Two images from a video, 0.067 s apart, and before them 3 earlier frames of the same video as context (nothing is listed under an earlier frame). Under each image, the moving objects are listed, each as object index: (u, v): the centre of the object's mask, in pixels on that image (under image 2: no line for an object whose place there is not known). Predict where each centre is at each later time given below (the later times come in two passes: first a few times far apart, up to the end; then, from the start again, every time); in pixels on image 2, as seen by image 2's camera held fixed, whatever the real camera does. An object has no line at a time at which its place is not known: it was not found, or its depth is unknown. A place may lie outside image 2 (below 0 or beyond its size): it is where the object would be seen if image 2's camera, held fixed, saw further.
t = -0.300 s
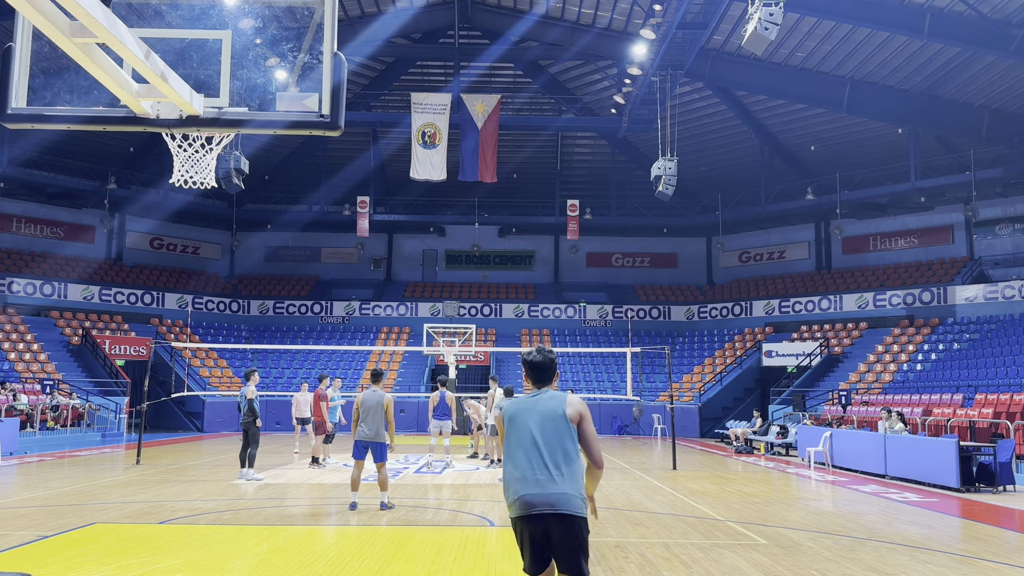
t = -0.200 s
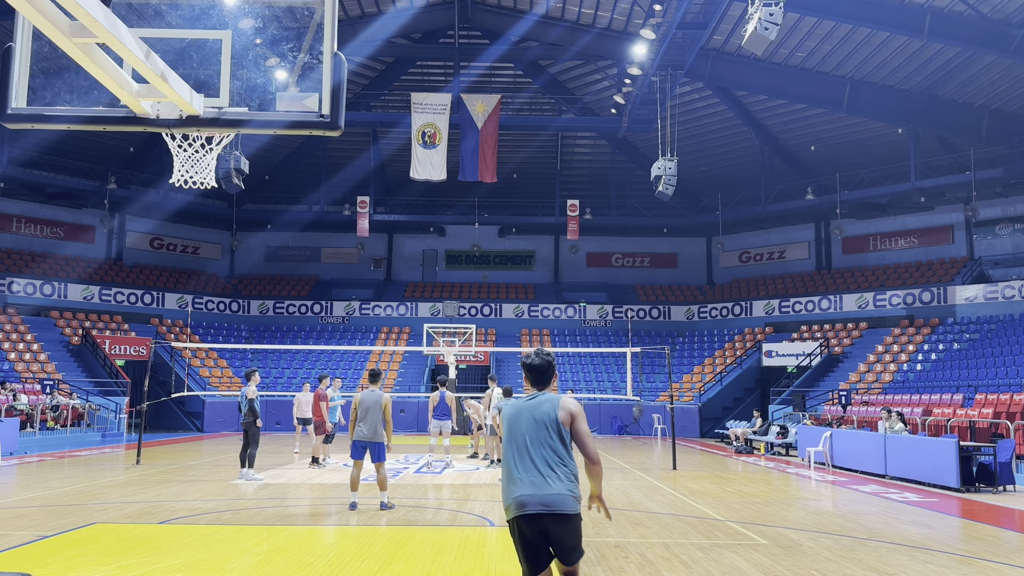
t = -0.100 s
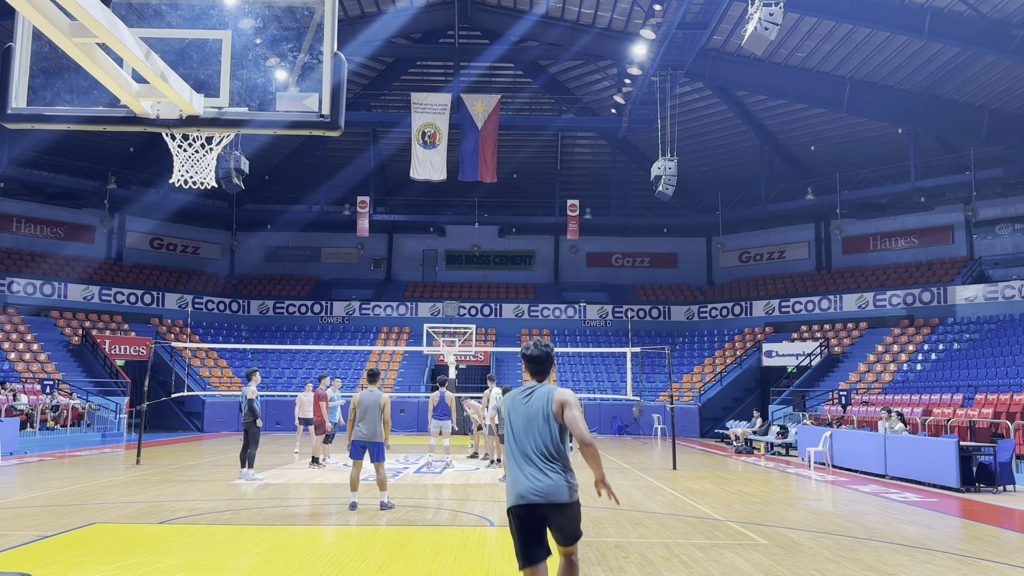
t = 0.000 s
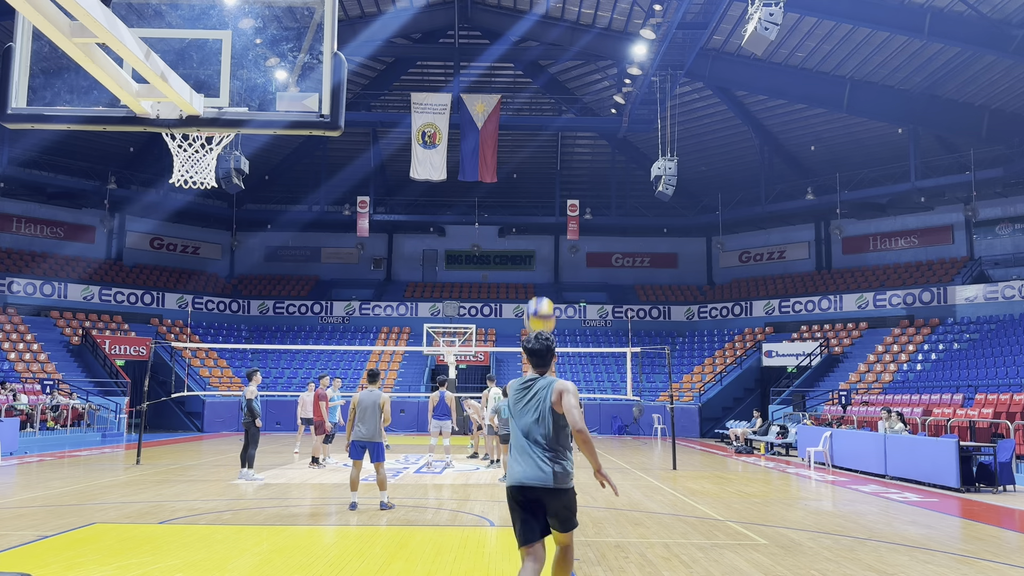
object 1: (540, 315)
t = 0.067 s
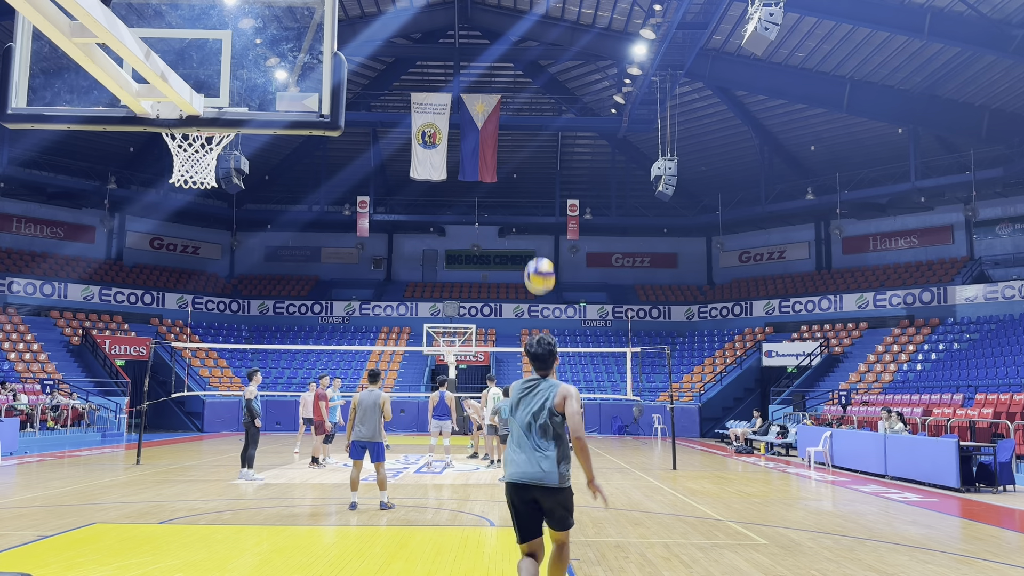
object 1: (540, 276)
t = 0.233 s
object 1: (539, 211)
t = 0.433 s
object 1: (538, 187)
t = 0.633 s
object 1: (536, 213)
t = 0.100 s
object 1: (540, 259)
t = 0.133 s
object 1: (540, 244)
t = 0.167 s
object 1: (539, 231)
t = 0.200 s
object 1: (539, 220)
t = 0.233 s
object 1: (539, 211)
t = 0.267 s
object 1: (539, 203)
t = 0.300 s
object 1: (539, 197)
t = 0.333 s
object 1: (539, 192)
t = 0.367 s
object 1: (538, 189)
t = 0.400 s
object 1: (538, 187)
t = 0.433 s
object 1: (538, 187)
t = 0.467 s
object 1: (538, 188)
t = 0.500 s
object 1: (537, 191)
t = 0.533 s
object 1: (537, 194)
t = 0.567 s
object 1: (537, 199)
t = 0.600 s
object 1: (537, 205)
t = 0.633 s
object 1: (536, 213)
